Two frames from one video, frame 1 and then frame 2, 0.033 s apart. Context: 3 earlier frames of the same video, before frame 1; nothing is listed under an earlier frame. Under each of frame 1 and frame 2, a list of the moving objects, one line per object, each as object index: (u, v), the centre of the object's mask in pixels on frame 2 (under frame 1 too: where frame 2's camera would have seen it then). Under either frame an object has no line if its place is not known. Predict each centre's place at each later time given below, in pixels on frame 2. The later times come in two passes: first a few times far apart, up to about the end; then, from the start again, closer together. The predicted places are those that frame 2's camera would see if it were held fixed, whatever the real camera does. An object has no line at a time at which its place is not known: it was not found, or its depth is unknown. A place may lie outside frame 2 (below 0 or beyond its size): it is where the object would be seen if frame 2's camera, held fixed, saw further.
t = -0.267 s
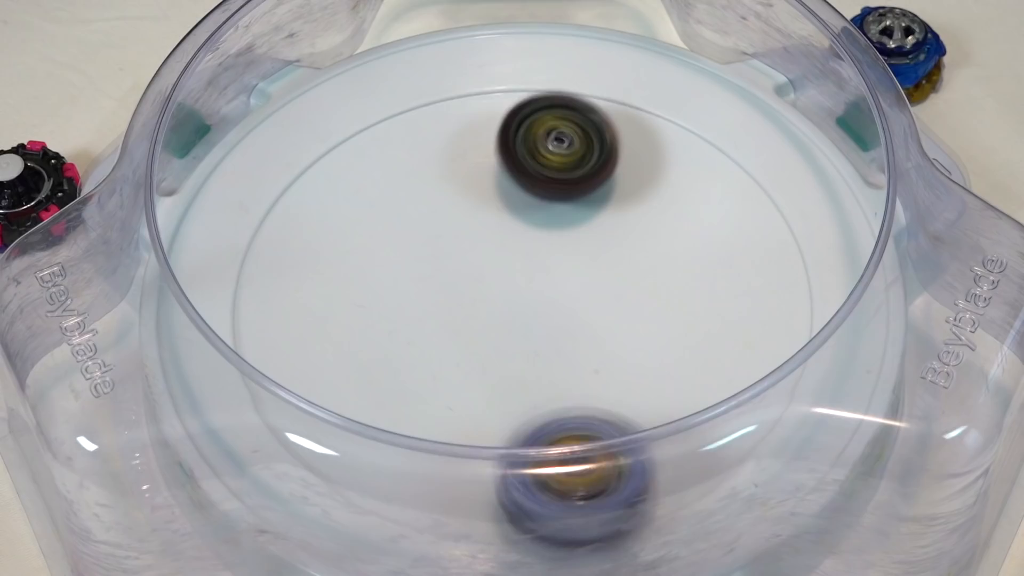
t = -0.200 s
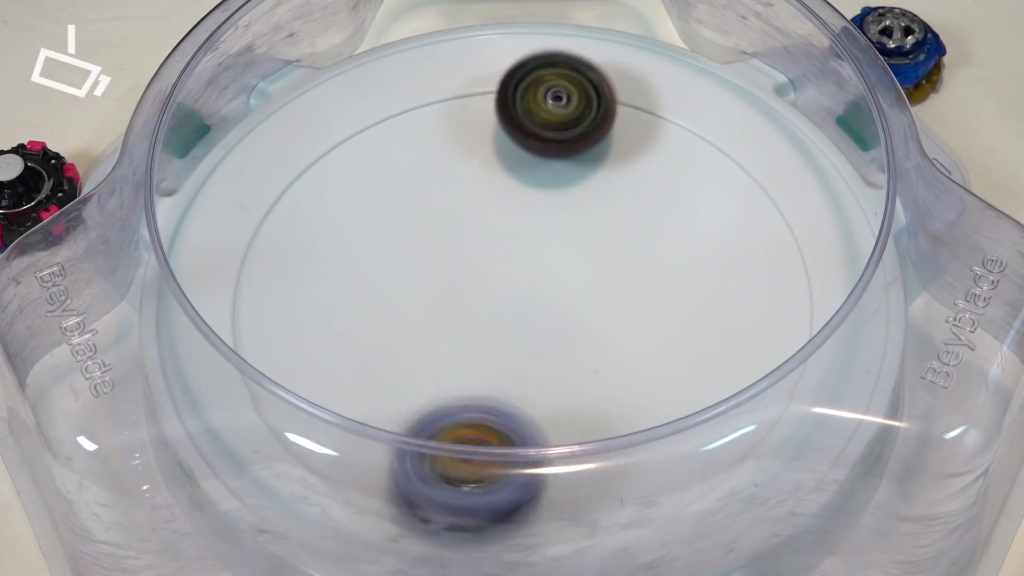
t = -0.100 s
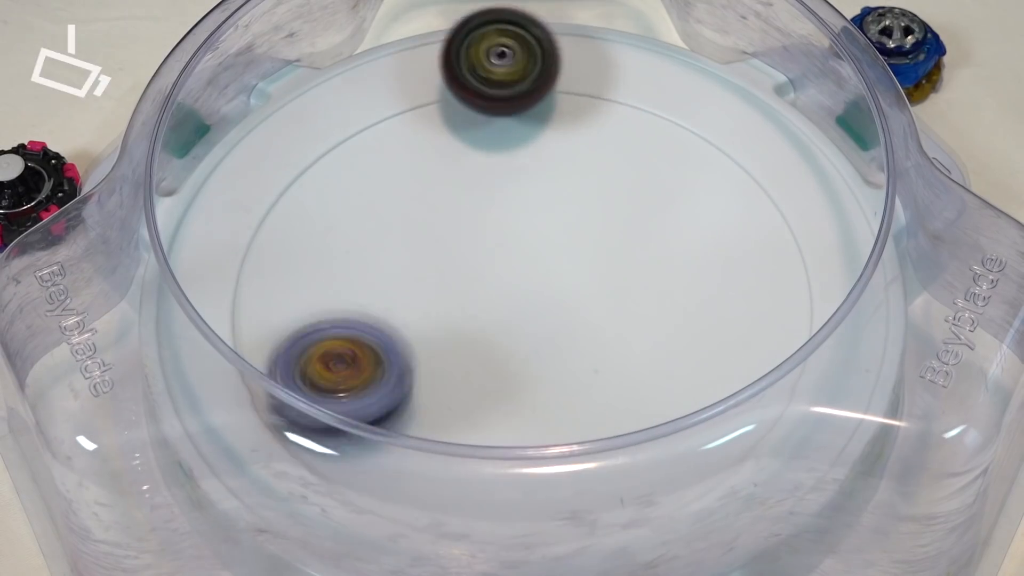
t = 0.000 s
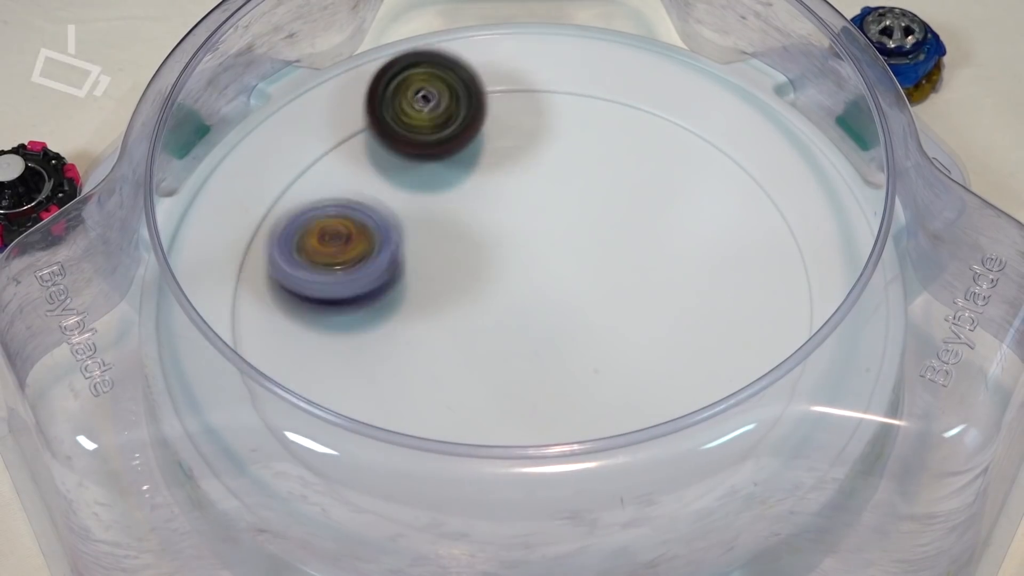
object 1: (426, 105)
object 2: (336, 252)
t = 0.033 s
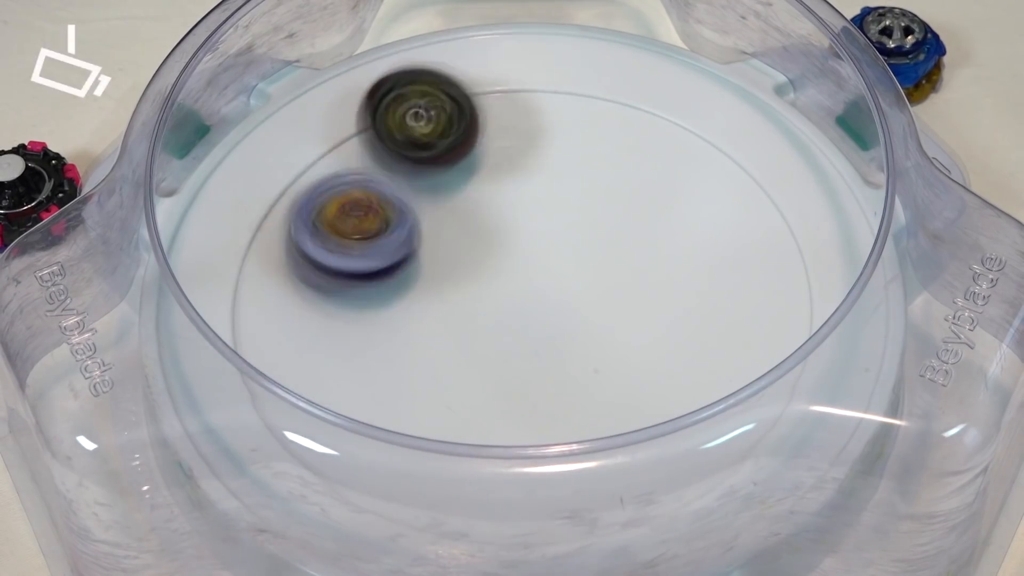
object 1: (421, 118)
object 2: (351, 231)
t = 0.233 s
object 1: (682, 194)
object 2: (291, 408)
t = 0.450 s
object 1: (704, 486)
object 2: (356, 178)
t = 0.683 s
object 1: (623, 359)
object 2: (634, 118)
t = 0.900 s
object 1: (599, 297)
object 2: (822, 252)
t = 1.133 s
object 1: (545, 362)
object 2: (709, 463)
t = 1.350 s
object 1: (558, 353)
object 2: (391, 442)
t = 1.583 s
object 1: (492, 322)
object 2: (314, 215)
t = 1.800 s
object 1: (424, 302)
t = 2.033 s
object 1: (411, 299)
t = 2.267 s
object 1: (436, 276)
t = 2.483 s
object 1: (469, 245)
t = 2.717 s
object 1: (498, 216)
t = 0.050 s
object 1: (451, 67)
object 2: (337, 268)
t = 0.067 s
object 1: (489, 23)
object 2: (323, 308)
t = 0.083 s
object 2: (315, 342)
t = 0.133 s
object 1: (600, 9)
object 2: (289, 444)
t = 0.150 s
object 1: (629, 25)
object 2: (287, 477)
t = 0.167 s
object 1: (644, 51)
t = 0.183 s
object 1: (652, 82)
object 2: (288, 463)
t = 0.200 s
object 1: (663, 118)
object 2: (286, 454)
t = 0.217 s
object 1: (674, 159)
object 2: (291, 426)
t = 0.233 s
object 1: (682, 194)
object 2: (291, 408)
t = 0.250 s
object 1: (690, 231)
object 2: (291, 390)
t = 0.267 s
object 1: (696, 263)
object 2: (292, 372)
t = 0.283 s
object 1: (701, 295)
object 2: (290, 352)
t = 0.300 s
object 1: (706, 324)
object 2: (292, 329)
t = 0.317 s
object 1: (708, 345)
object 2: (288, 313)
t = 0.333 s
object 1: (716, 376)
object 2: (289, 295)
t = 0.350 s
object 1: (721, 399)
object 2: (294, 275)
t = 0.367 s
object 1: (723, 423)
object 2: (299, 257)
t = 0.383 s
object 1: (723, 440)
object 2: (308, 239)
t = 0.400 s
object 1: (724, 469)
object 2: (317, 222)
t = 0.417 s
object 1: (717, 486)
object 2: (329, 207)
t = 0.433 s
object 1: (712, 487)
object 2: (341, 191)
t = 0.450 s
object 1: (704, 486)
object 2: (356, 178)
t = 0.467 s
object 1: (695, 487)
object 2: (371, 166)
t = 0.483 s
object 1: (689, 482)
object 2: (388, 156)
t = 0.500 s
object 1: (681, 479)
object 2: (406, 147)
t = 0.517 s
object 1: (676, 478)
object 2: (426, 137)
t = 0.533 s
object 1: (665, 456)
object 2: (445, 129)
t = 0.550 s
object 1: (659, 449)
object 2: (466, 123)
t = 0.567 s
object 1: (651, 441)
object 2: (486, 118)
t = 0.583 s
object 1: (644, 429)
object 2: (507, 114)
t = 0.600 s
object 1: (639, 416)
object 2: (528, 110)
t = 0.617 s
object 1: (634, 403)
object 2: (550, 109)
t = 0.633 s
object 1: (627, 387)
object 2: (571, 109)
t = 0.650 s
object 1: (625, 380)
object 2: (592, 111)
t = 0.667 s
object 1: (624, 371)
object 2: (613, 114)
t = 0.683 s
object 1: (623, 359)
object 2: (634, 118)
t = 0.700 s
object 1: (622, 347)
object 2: (655, 124)
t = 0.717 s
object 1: (623, 335)
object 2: (674, 131)
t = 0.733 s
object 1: (625, 323)
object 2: (692, 140)
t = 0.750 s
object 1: (628, 313)
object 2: (710, 150)
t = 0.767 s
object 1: (631, 304)
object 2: (726, 161)
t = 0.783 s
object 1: (636, 297)
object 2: (741, 173)
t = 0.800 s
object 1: (641, 290)
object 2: (755, 186)
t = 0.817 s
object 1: (648, 283)
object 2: (766, 199)
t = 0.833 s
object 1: (653, 278)
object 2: (775, 215)
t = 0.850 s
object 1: (640, 280)
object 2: (794, 224)
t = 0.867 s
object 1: (625, 287)
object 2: (806, 230)
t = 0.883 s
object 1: (612, 292)
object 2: (812, 239)
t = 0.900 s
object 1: (599, 297)
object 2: (822, 252)
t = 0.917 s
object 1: (589, 301)
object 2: (828, 267)
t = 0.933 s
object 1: (580, 305)
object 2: (834, 282)
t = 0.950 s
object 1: (573, 309)
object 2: (837, 299)
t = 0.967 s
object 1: (568, 314)
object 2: (837, 312)
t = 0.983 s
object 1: (562, 321)
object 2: (839, 335)
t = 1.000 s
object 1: (556, 327)
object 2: (835, 354)
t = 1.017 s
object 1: (552, 334)
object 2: (827, 373)
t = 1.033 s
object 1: (548, 339)
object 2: (815, 390)
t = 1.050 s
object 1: (545, 344)
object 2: (801, 404)
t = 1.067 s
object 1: (543, 349)
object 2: (791, 430)
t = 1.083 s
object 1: (543, 353)
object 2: (768, 432)
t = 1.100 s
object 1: (543, 356)
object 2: (751, 443)
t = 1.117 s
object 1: (543, 359)
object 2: (731, 452)
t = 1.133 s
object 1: (545, 362)
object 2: (709, 463)
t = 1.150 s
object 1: (546, 365)
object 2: (687, 470)
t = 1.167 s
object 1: (548, 368)
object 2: (663, 479)
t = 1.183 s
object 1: (550, 371)
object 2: (639, 483)
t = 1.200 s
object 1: (552, 371)
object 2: (614, 488)
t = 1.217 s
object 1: (553, 371)
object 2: (587, 489)
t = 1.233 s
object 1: (557, 371)
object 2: (557, 487)
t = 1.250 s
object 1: (562, 373)
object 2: (528, 488)
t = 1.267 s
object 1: (564, 371)
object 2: (498, 490)
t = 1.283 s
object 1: (563, 367)
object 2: (472, 484)
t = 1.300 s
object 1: (562, 362)
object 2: (450, 477)
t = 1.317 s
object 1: (561, 358)
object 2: (431, 466)
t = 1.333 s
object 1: (560, 355)
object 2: (411, 454)
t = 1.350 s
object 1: (558, 353)
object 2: (391, 442)
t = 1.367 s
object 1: (556, 352)
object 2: (377, 425)
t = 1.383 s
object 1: (553, 349)
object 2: (361, 411)
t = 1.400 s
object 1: (549, 346)
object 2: (348, 396)
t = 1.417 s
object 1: (545, 343)
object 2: (338, 380)
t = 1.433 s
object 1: (541, 340)
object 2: (325, 366)
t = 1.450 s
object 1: (536, 337)
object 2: (322, 345)
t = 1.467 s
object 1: (531, 335)
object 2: (312, 332)
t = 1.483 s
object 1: (526, 332)
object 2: (306, 317)
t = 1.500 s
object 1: (521, 330)
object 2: (305, 301)
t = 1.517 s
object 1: (515, 328)
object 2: (302, 283)
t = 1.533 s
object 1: (510, 327)
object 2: (303, 265)
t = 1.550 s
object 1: (504, 325)
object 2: (305, 249)
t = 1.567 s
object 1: (498, 323)
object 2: (310, 233)
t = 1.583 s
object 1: (492, 322)
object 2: (314, 215)
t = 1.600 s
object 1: (486, 320)
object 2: (320, 200)
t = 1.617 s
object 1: (479, 319)
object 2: (327, 185)
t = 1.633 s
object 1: (473, 317)
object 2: (339, 172)
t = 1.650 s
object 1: (466, 315)
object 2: (348, 157)
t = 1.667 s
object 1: (460, 313)
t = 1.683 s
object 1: (454, 311)
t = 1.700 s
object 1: (448, 309)
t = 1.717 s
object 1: (442, 307)
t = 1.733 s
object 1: (437, 305)
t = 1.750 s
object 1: (432, 304)
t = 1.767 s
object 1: (429, 303)
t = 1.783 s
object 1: (426, 302)
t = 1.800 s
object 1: (424, 302)
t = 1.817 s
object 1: (422, 303)
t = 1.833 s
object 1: (420, 304)
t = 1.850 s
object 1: (419, 304)
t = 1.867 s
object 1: (417, 305)
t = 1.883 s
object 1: (415, 306)
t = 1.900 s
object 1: (414, 306)
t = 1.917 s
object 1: (413, 306)
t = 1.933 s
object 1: (413, 306)
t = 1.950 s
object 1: (412, 305)
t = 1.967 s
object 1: (412, 304)
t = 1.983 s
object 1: (412, 303)
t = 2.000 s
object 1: (411, 302)
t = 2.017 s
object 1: (411, 301)
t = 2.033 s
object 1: (411, 299)
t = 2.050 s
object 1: (412, 299)
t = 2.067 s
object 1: (413, 297)
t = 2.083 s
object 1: (414, 296)
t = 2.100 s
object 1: (415, 294)
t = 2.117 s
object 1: (416, 293)
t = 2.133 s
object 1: (418, 291)
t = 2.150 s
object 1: (420, 289)
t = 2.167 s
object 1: (422, 287)
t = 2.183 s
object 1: (425, 286)
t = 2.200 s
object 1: (427, 284)
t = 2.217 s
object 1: (429, 282)
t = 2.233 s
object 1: (431, 280)
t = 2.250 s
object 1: (434, 278)
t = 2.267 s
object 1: (436, 276)
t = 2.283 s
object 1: (438, 273)
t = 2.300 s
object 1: (441, 271)
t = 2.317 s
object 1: (444, 269)
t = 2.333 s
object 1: (446, 267)
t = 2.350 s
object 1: (448, 265)
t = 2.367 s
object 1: (450, 262)
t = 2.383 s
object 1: (453, 260)
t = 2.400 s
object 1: (455, 258)
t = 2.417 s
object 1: (458, 255)
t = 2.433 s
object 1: (461, 253)
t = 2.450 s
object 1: (464, 250)
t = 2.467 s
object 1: (467, 248)
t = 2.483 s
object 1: (469, 245)
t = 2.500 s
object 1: (472, 243)
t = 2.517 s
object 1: (474, 241)
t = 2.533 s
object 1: (477, 238)
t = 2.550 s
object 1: (479, 236)
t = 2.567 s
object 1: (481, 233)
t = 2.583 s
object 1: (483, 231)
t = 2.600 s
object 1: (486, 229)
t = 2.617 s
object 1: (488, 226)
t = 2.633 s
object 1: (490, 224)
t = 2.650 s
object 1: (491, 222)
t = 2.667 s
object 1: (493, 220)
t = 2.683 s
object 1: (494, 219)
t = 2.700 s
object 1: (496, 217)
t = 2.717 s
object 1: (498, 216)
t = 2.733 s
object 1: (499, 214)
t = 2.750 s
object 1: (501, 213)
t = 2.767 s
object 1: (502, 212)
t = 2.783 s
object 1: (503, 210)
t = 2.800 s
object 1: (505, 209)
